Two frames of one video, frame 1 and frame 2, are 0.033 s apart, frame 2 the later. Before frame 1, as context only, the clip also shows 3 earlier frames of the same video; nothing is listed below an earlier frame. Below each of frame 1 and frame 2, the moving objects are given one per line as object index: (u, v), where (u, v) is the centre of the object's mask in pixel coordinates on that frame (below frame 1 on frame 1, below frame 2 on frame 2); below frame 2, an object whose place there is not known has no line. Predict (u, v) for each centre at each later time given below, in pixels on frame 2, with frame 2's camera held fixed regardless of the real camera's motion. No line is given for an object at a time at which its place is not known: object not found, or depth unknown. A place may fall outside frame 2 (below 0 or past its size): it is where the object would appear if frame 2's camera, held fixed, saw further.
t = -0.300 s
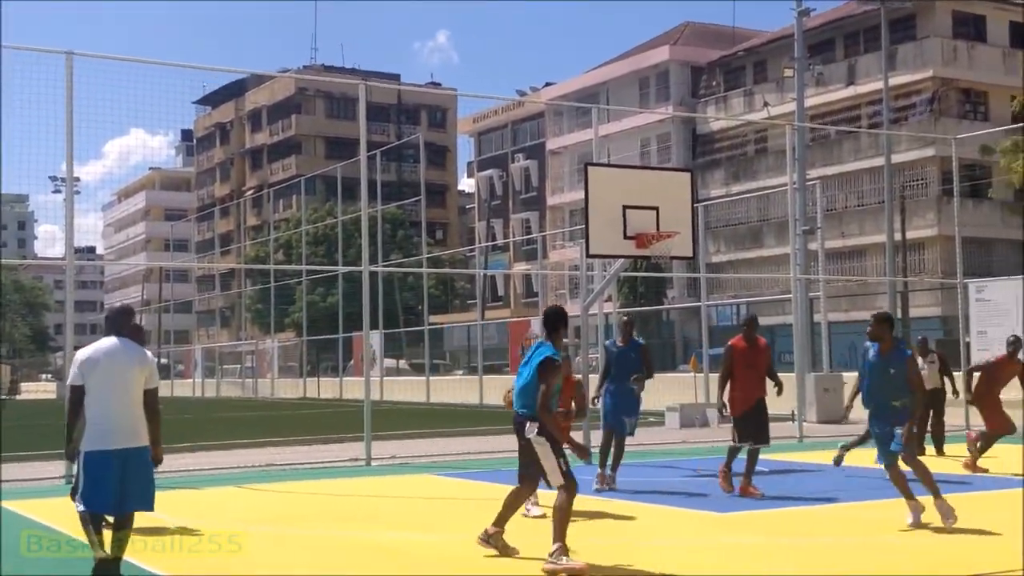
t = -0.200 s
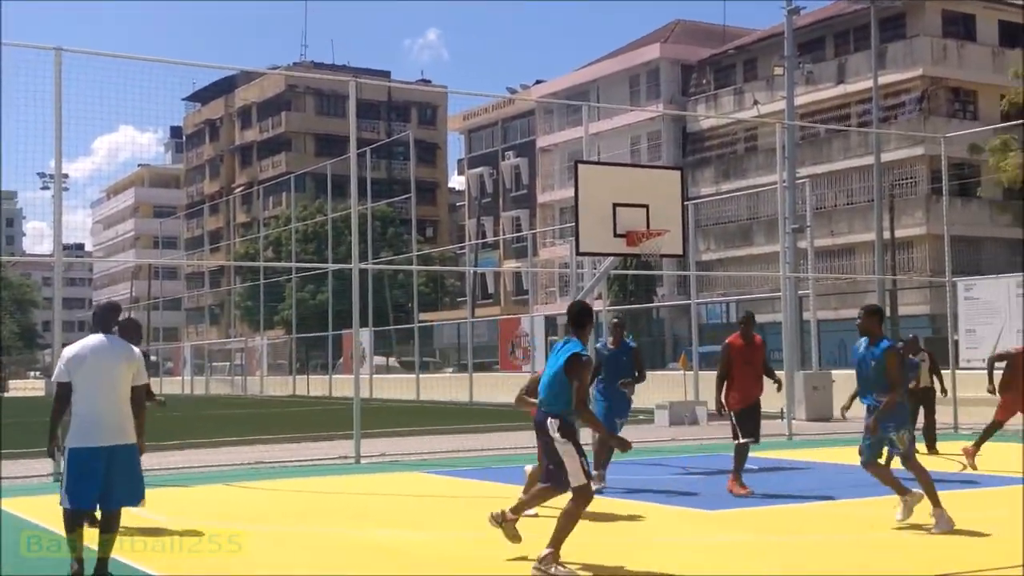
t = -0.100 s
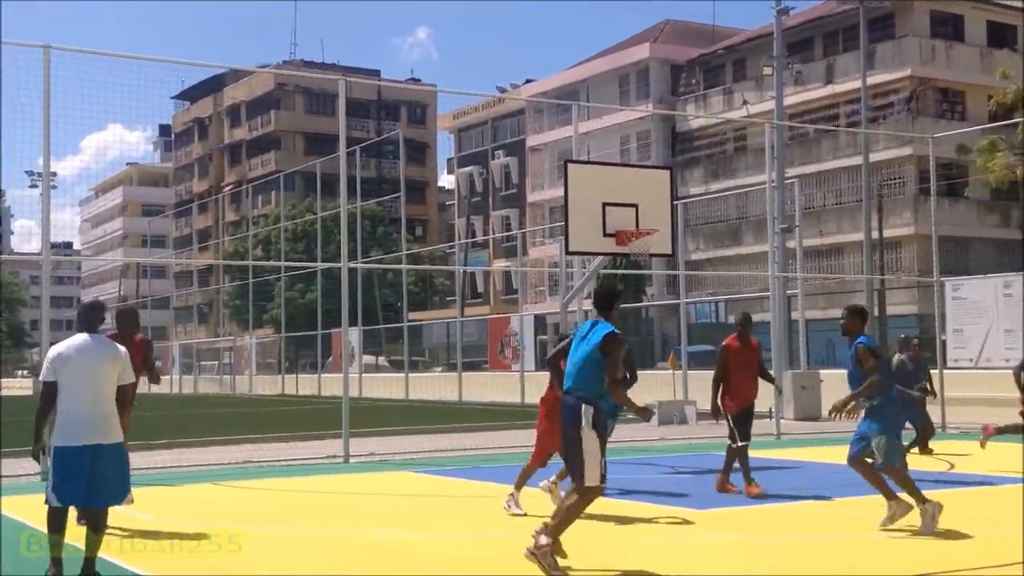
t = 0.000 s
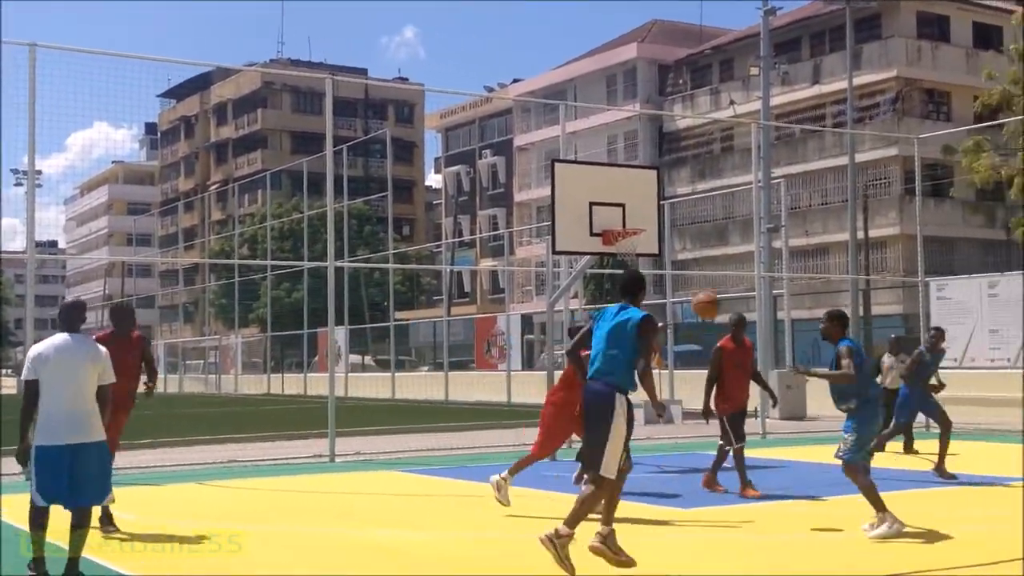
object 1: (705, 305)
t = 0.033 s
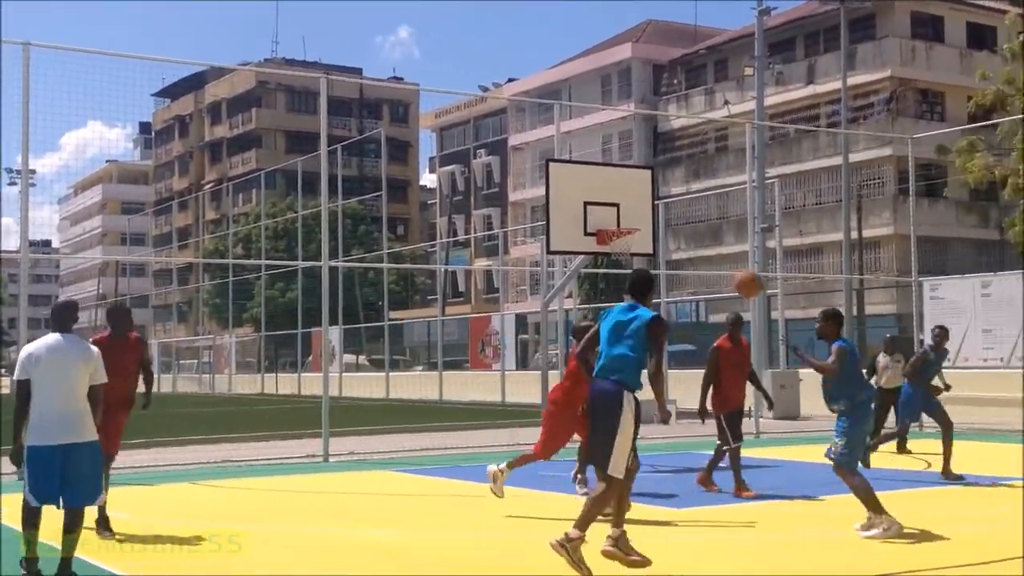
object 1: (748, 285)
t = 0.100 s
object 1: (848, 240)
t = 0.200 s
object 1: (1007, 180)
